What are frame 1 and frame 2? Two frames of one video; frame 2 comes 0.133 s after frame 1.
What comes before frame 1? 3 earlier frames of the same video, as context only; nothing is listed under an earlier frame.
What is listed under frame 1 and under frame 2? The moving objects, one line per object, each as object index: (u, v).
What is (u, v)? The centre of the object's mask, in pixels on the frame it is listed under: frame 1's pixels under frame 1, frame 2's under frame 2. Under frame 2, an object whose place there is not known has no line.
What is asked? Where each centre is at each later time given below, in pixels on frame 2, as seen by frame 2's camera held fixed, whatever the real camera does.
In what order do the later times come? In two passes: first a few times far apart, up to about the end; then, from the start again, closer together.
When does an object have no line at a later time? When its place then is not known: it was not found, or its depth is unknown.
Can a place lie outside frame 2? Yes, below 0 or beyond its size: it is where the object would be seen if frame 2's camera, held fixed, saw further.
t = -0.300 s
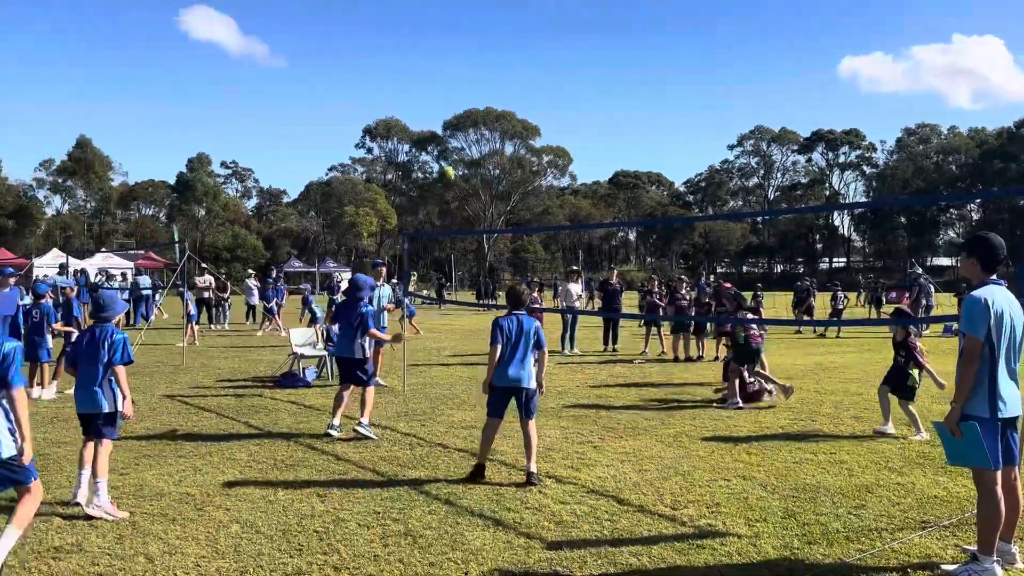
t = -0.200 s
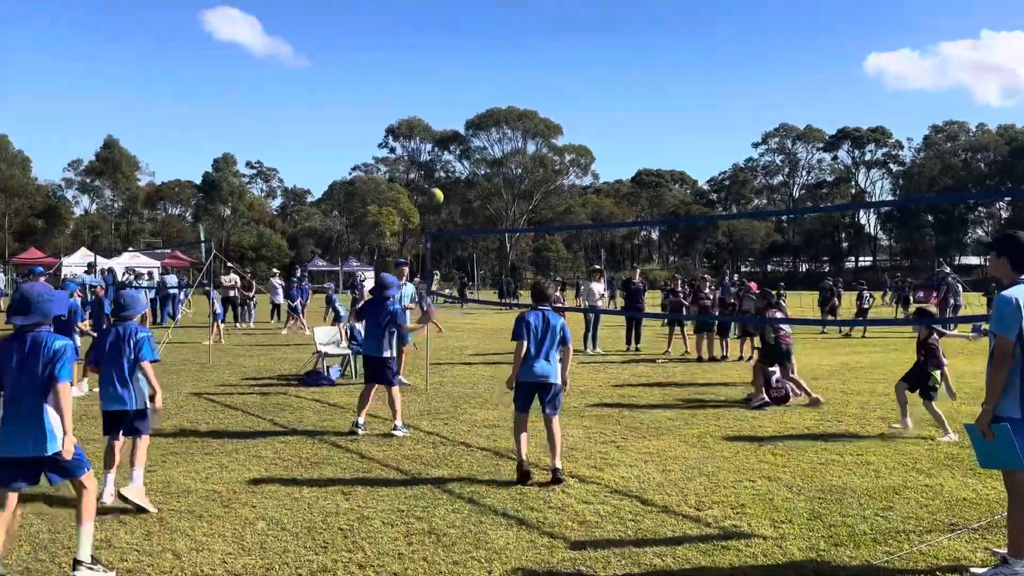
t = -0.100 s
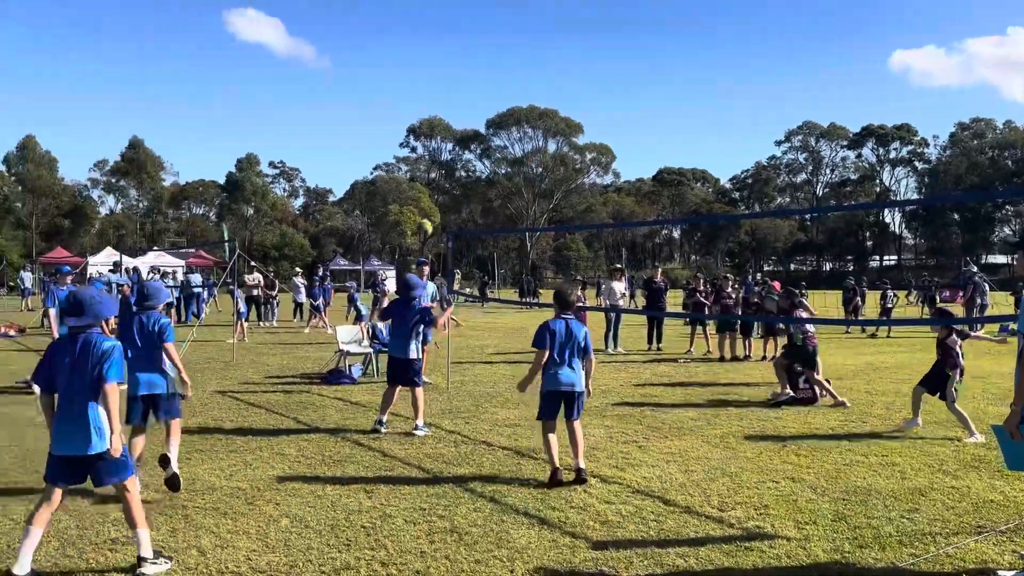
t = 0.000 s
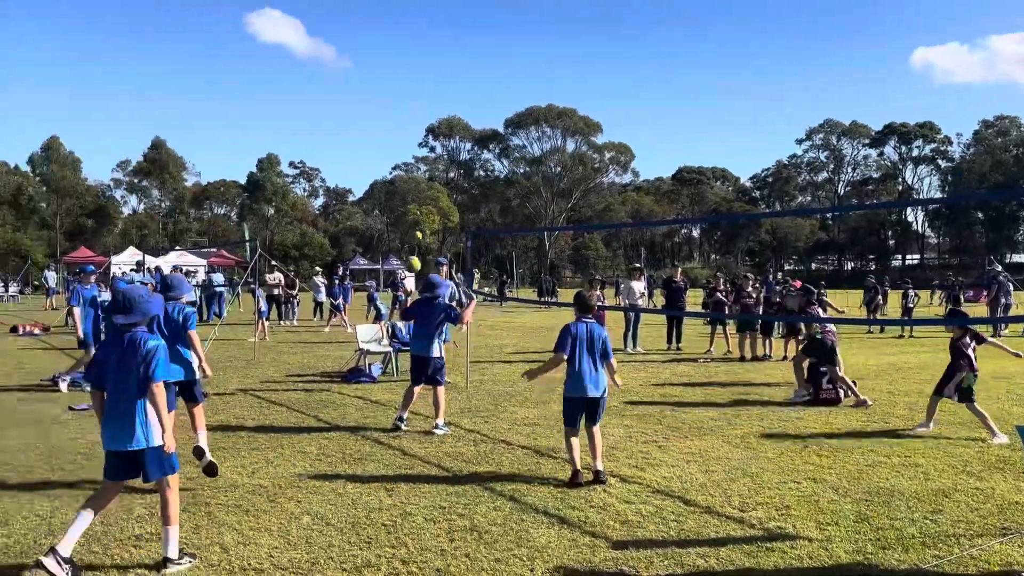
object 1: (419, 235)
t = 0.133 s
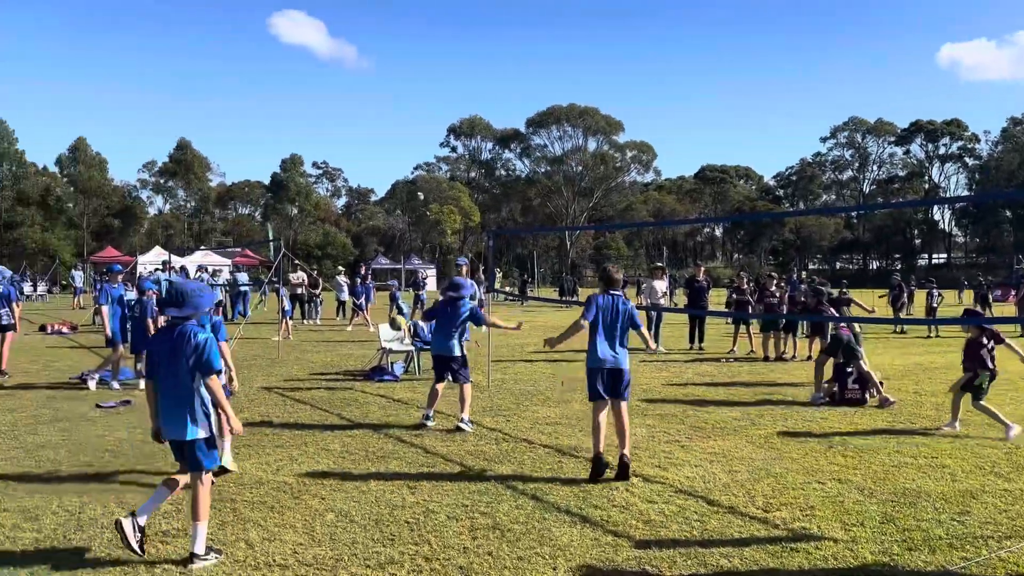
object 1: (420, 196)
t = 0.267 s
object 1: (400, 165)
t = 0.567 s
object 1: (354, 119)
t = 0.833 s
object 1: (311, 110)
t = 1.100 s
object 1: (266, 134)
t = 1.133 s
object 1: (261, 139)
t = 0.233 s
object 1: (405, 172)
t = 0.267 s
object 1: (400, 165)
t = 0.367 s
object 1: (385, 146)
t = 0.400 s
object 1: (380, 141)
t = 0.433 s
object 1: (375, 135)
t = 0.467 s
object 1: (369, 130)
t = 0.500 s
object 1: (365, 126)
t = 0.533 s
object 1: (360, 122)
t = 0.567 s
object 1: (354, 119)
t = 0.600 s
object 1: (349, 116)
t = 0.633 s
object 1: (344, 114)
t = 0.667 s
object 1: (338, 111)
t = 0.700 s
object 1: (333, 110)
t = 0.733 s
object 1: (328, 109)
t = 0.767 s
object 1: (322, 109)
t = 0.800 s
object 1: (316, 109)
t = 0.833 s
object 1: (311, 110)
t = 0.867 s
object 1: (305, 111)
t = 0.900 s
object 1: (300, 113)
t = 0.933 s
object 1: (294, 115)
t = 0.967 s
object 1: (289, 118)
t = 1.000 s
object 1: (282, 121)
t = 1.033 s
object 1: (277, 125)
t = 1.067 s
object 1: (272, 129)
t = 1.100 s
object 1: (266, 134)
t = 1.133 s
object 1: (261, 139)
